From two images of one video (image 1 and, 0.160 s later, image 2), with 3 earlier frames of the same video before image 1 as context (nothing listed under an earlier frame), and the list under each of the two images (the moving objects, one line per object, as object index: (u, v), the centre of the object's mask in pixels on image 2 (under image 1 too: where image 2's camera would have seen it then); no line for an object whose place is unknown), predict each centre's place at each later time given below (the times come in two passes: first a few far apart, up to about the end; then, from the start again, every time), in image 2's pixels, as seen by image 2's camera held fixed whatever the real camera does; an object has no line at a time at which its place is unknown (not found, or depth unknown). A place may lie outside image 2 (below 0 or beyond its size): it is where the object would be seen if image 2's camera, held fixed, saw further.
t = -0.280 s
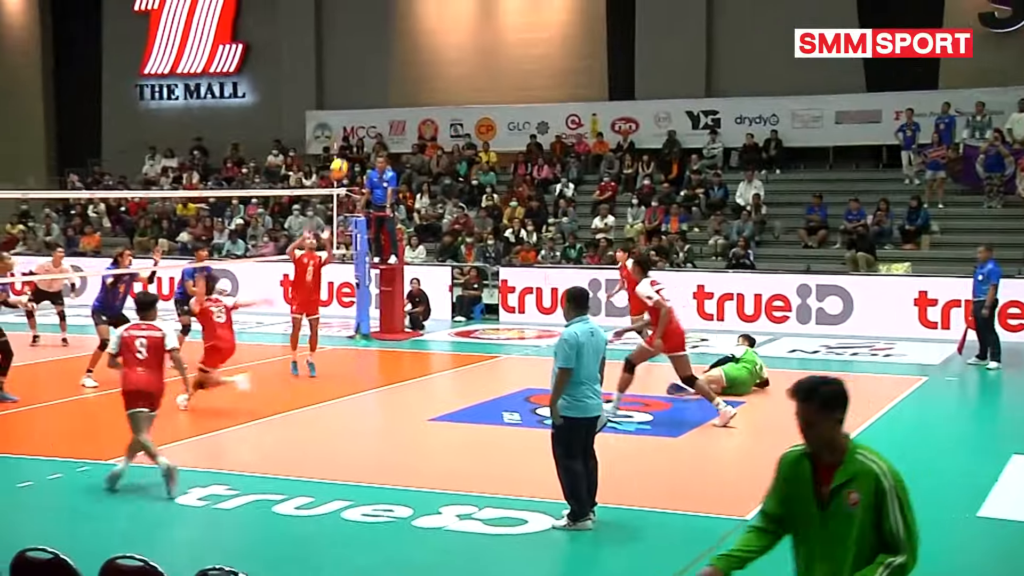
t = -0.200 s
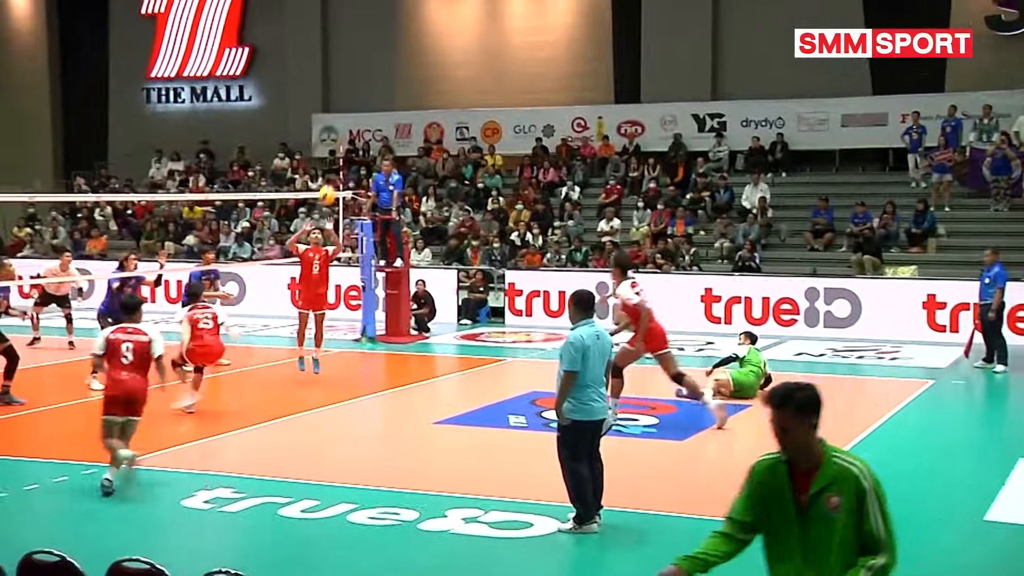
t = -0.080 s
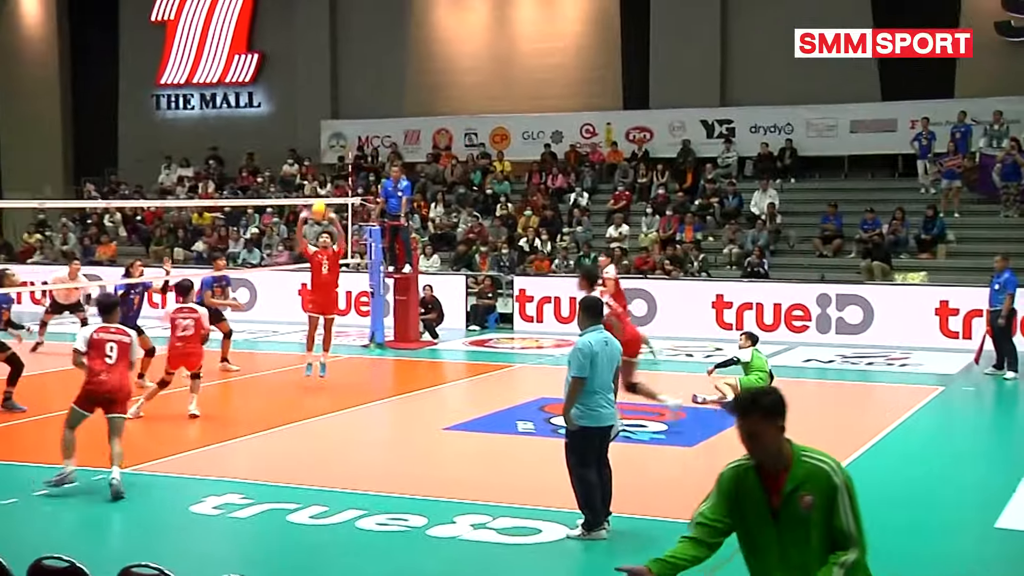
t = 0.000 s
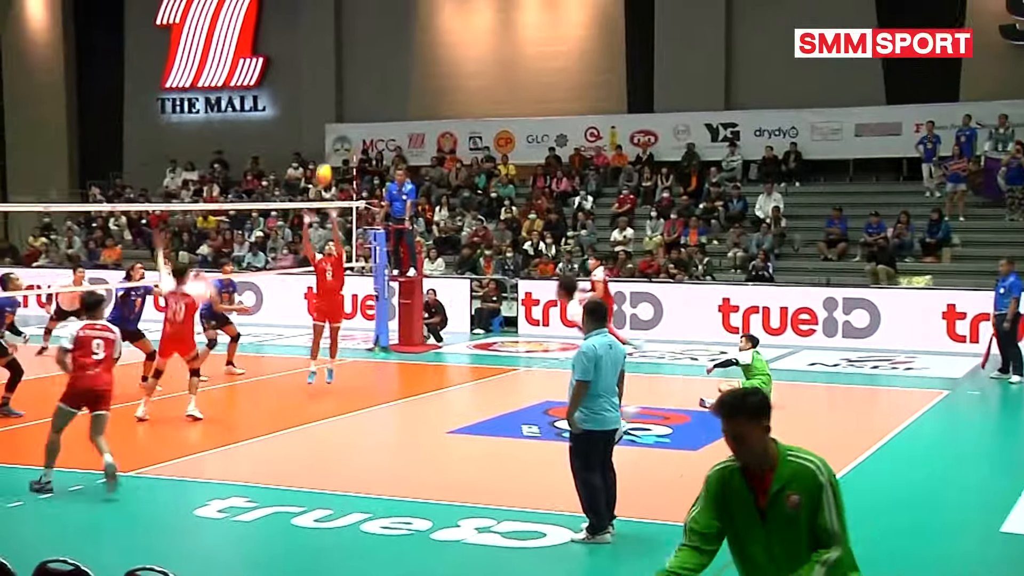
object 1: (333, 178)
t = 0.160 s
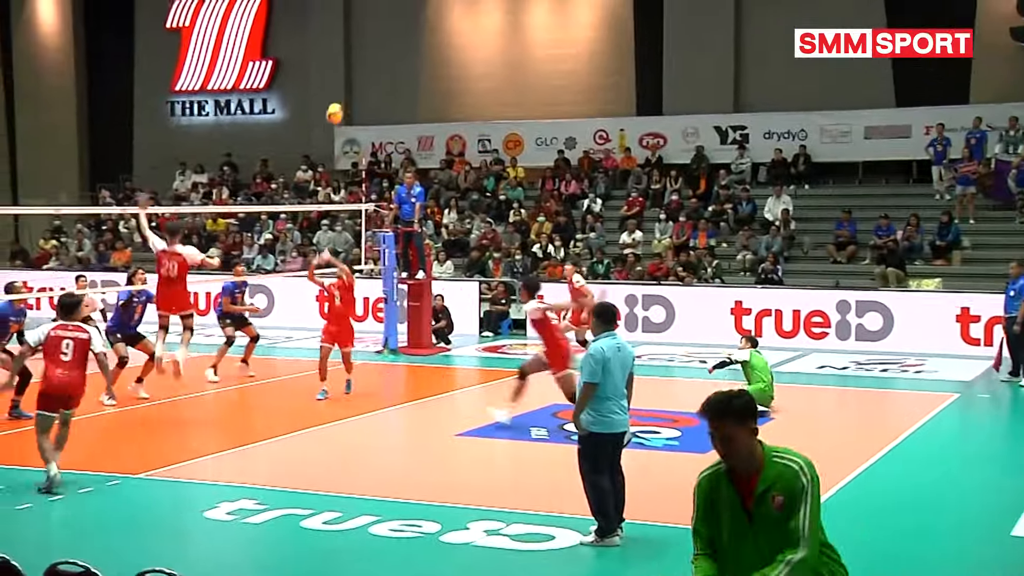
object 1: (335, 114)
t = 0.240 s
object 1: (335, 90)
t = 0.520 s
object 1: (338, 45)
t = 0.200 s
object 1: (335, 101)
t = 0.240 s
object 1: (335, 90)
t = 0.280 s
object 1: (336, 80)
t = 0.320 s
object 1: (336, 71)
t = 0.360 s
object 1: (336, 63)
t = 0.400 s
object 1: (336, 57)
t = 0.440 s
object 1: (337, 52)
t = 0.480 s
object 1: (337, 48)
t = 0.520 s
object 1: (338, 45)
